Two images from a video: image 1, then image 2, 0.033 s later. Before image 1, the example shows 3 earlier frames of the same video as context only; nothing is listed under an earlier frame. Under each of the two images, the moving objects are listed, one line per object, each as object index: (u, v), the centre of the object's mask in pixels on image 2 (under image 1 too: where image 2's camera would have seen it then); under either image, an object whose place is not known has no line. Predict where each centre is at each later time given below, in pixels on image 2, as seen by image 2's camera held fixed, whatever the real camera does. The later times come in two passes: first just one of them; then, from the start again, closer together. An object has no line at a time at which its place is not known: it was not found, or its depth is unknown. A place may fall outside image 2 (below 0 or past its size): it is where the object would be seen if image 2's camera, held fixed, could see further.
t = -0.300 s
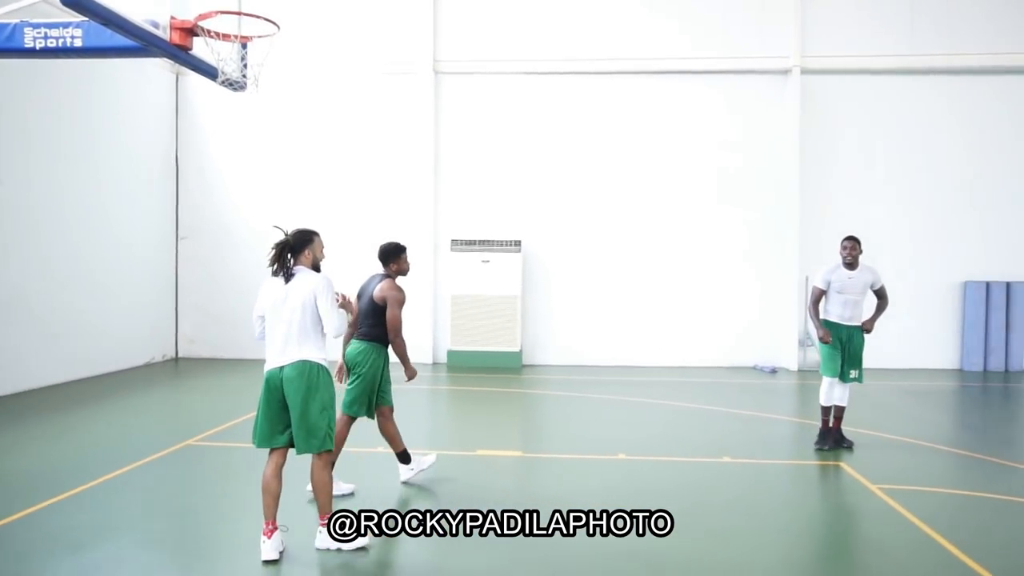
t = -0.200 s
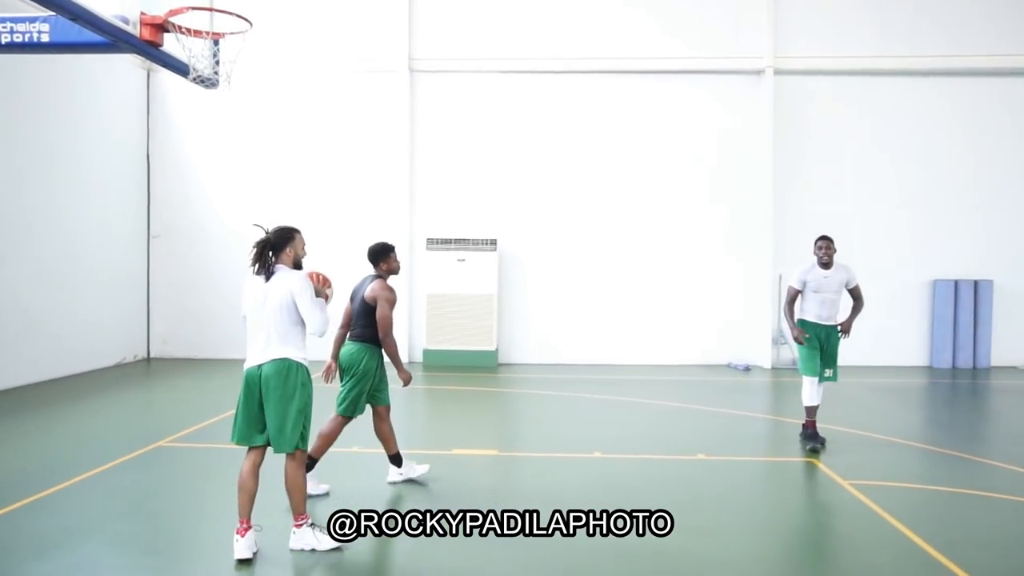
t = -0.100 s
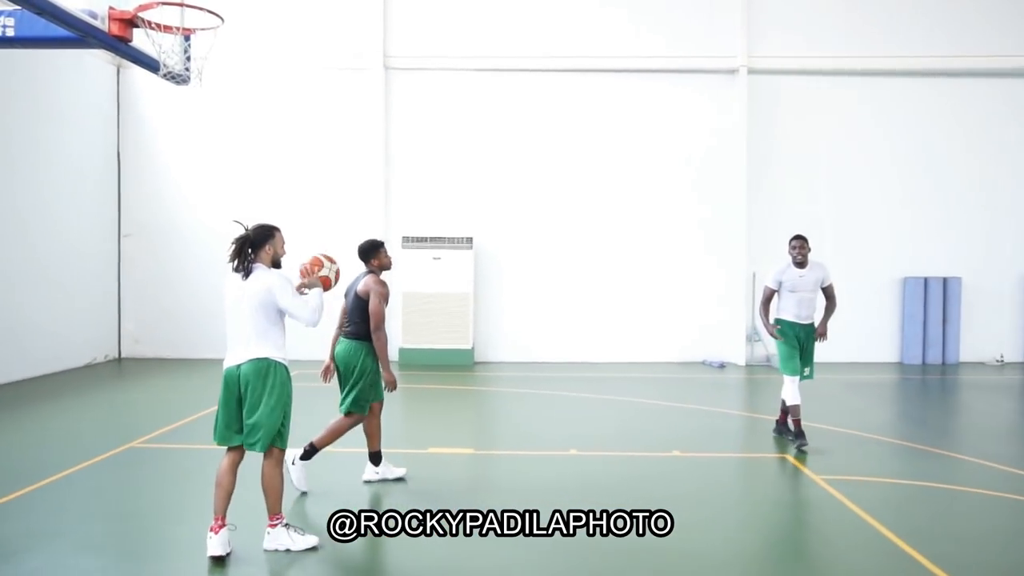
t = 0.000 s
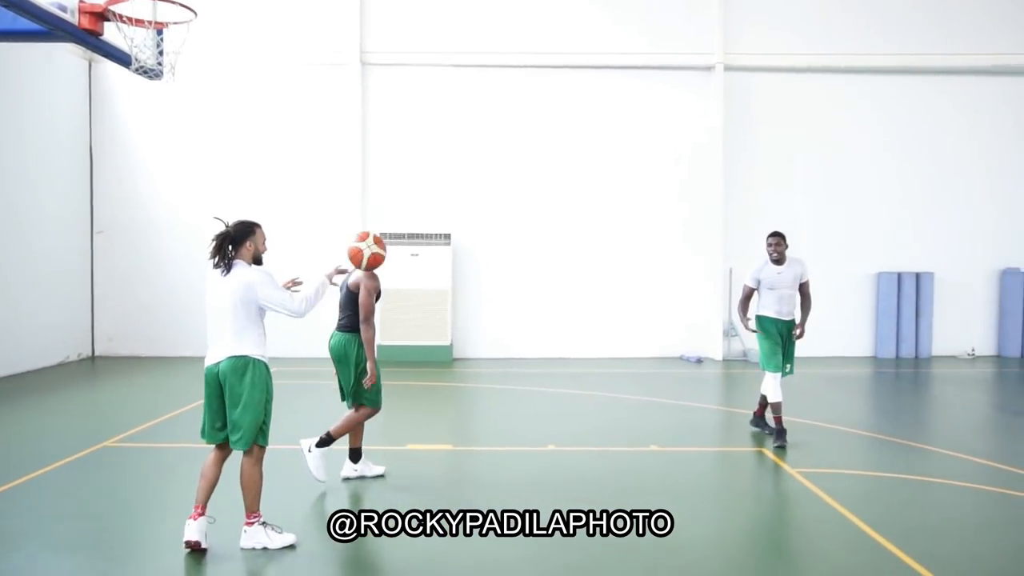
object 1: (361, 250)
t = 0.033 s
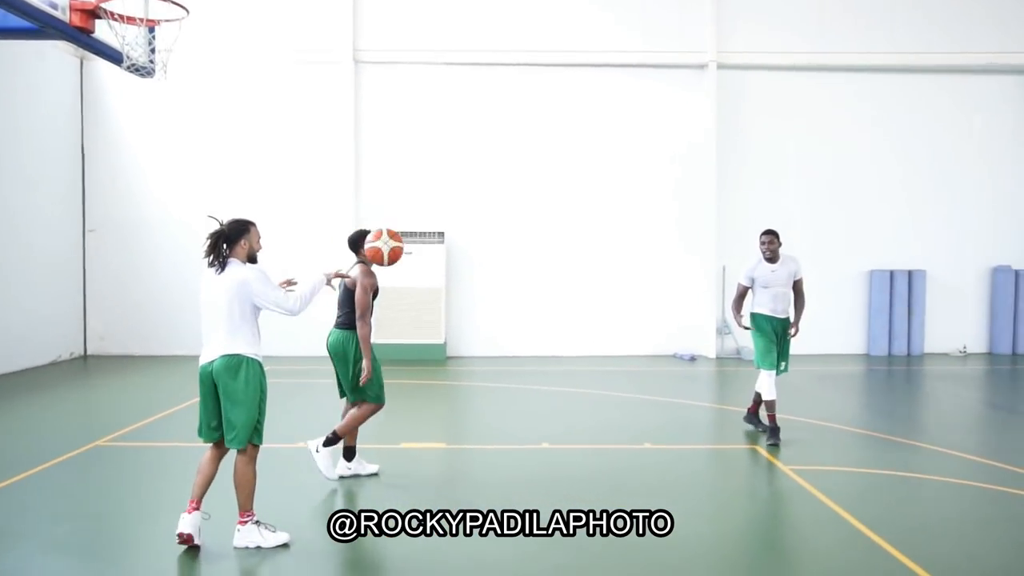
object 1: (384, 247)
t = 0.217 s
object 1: (524, 262)
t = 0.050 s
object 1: (399, 246)
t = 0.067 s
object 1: (415, 245)
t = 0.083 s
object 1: (422, 246)
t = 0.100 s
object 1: (437, 246)
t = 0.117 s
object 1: (452, 247)
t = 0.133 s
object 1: (459, 248)
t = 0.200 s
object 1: (510, 258)
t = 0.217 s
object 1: (524, 262)
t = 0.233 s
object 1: (531, 264)
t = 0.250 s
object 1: (545, 269)
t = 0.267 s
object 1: (558, 275)
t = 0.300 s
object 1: (578, 284)
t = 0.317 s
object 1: (592, 290)
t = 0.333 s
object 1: (598, 294)
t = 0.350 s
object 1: (610, 301)
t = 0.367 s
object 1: (623, 309)
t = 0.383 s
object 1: (629, 314)
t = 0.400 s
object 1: (642, 322)
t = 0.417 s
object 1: (654, 331)
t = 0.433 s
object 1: (661, 336)
